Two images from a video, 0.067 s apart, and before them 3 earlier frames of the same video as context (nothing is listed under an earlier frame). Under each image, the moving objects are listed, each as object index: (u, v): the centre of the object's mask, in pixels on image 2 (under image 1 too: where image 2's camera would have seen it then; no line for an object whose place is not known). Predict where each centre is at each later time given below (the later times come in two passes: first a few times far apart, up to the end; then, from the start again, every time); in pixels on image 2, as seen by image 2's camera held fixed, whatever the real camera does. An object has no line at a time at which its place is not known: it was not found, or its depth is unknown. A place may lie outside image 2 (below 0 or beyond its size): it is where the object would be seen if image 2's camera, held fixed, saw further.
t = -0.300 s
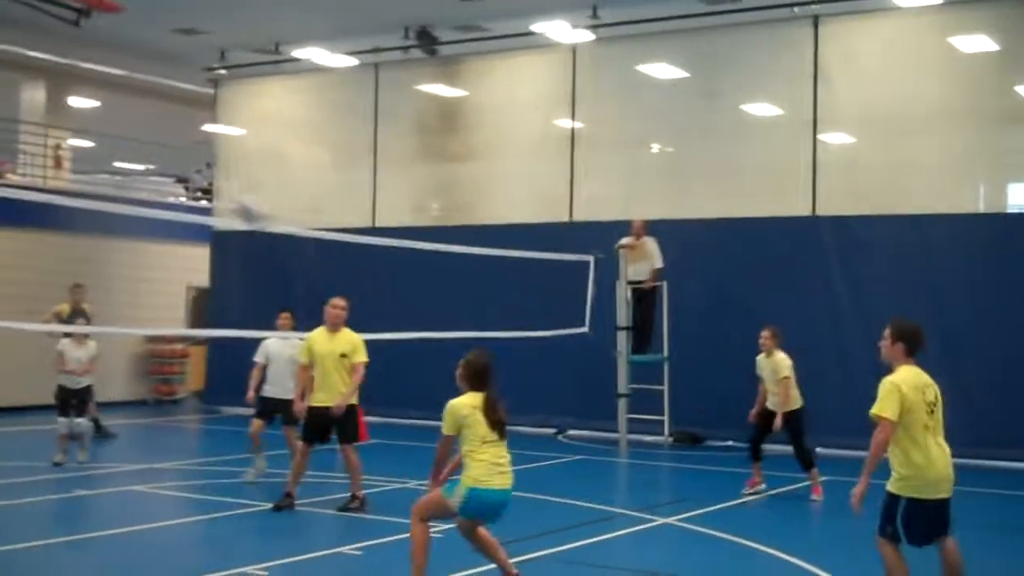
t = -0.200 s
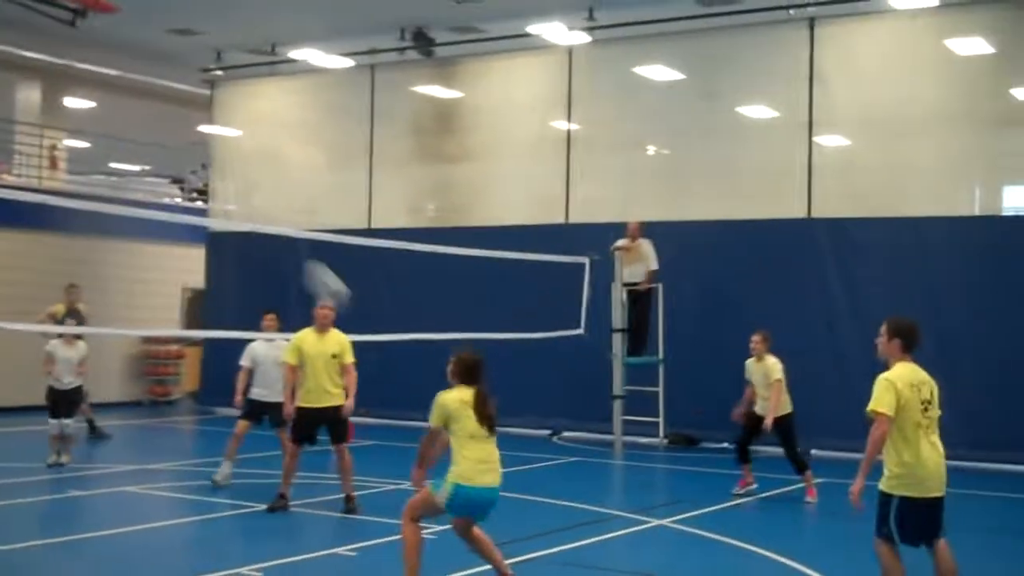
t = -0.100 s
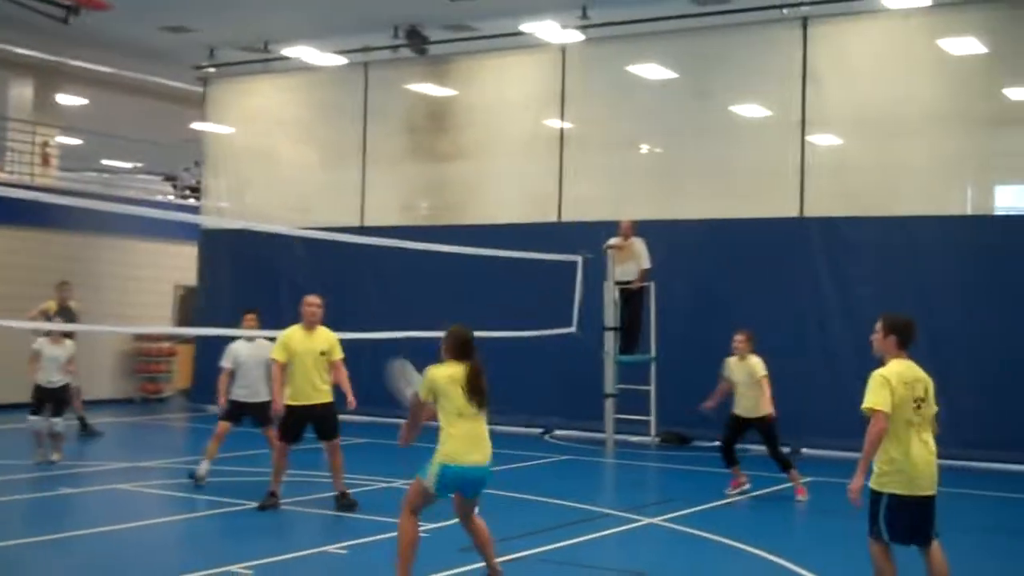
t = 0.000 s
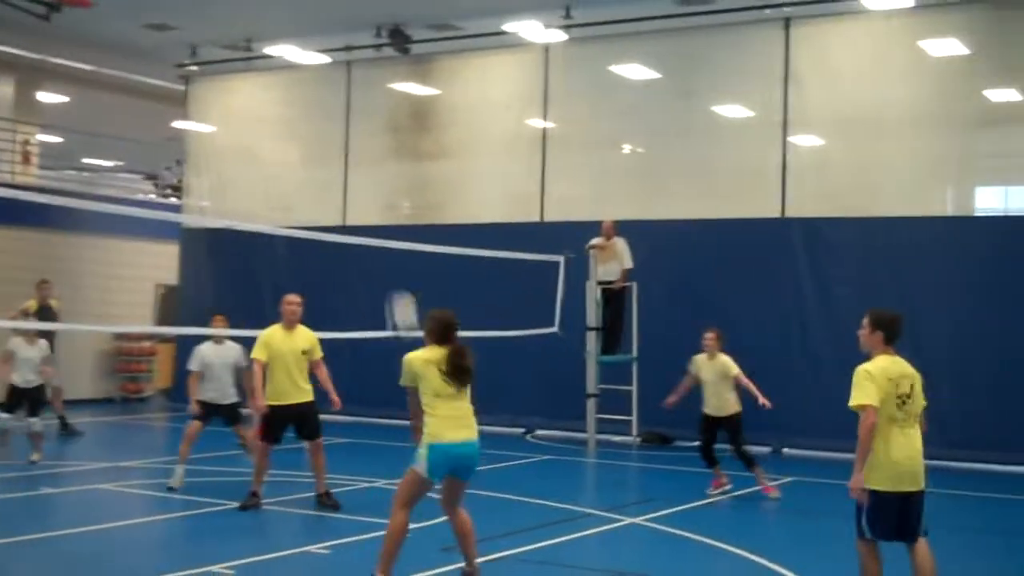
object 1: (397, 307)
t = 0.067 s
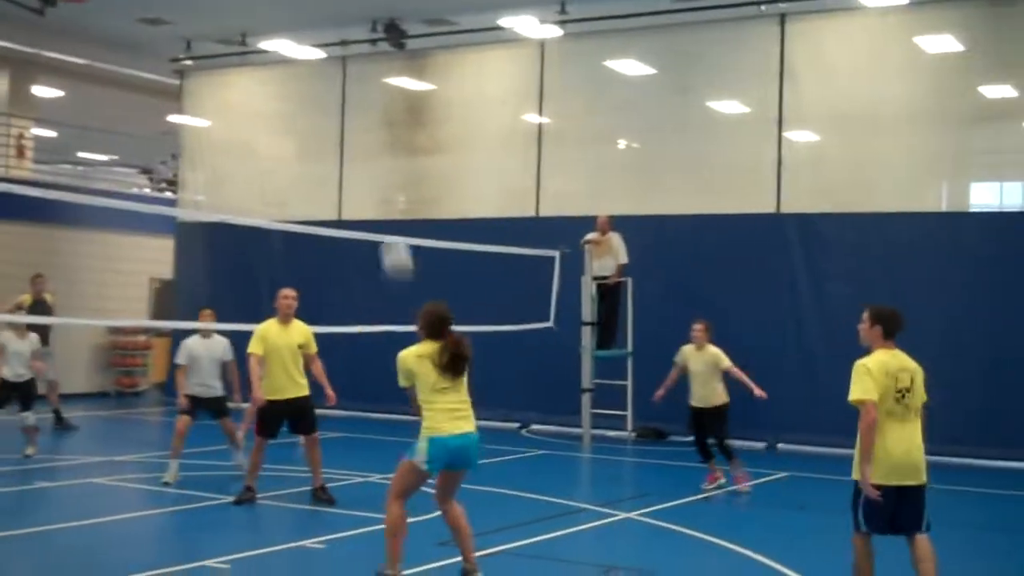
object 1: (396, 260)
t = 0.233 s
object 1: (391, 168)
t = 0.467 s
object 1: (385, 114)
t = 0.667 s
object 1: (378, 126)
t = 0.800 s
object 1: (375, 160)
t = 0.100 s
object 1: (395, 235)
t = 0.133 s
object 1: (394, 222)
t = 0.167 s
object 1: (394, 200)
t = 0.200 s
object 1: (393, 184)
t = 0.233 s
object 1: (391, 168)
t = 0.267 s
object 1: (391, 151)
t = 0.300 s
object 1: (390, 144)
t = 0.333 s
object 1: (389, 133)
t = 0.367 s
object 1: (387, 128)
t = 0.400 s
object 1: (386, 120)
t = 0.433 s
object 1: (386, 117)
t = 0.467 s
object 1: (385, 114)
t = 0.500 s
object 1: (384, 114)
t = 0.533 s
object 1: (382, 113)
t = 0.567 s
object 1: (381, 113)
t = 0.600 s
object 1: (379, 118)
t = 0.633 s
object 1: (378, 119)
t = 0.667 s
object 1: (378, 126)
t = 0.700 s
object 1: (376, 132)
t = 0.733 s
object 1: (374, 140)
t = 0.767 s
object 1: (375, 150)
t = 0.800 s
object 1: (375, 160)
